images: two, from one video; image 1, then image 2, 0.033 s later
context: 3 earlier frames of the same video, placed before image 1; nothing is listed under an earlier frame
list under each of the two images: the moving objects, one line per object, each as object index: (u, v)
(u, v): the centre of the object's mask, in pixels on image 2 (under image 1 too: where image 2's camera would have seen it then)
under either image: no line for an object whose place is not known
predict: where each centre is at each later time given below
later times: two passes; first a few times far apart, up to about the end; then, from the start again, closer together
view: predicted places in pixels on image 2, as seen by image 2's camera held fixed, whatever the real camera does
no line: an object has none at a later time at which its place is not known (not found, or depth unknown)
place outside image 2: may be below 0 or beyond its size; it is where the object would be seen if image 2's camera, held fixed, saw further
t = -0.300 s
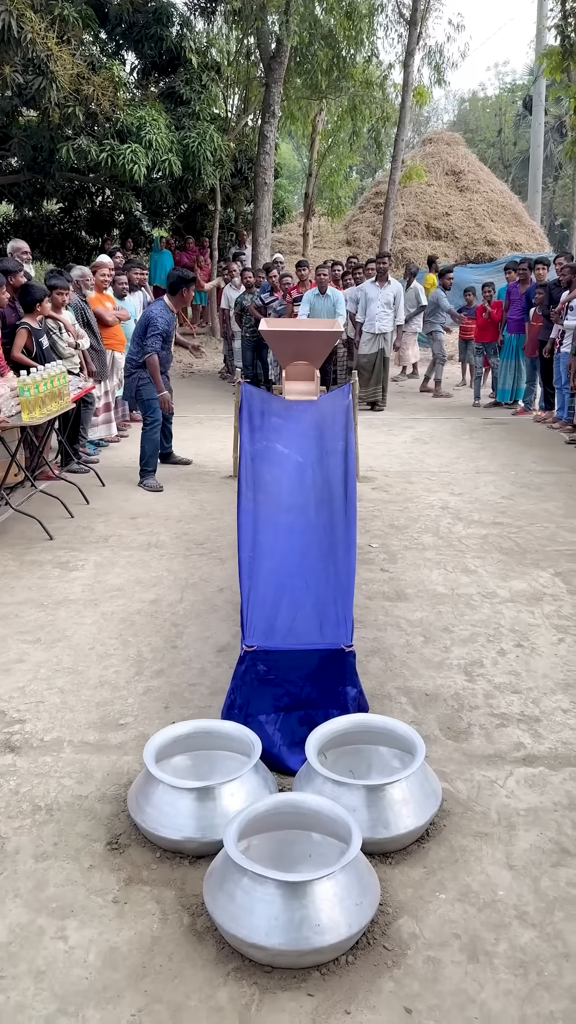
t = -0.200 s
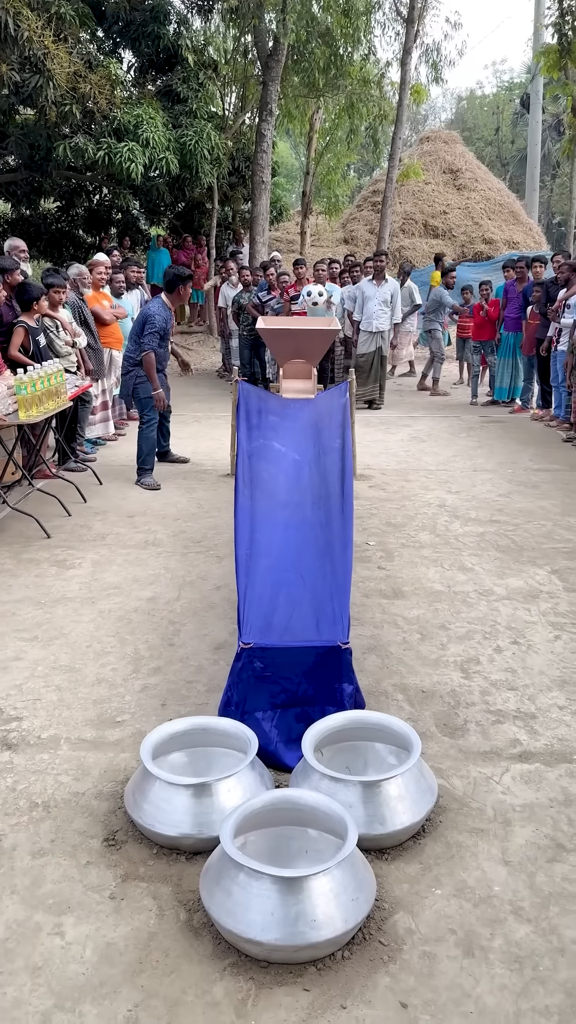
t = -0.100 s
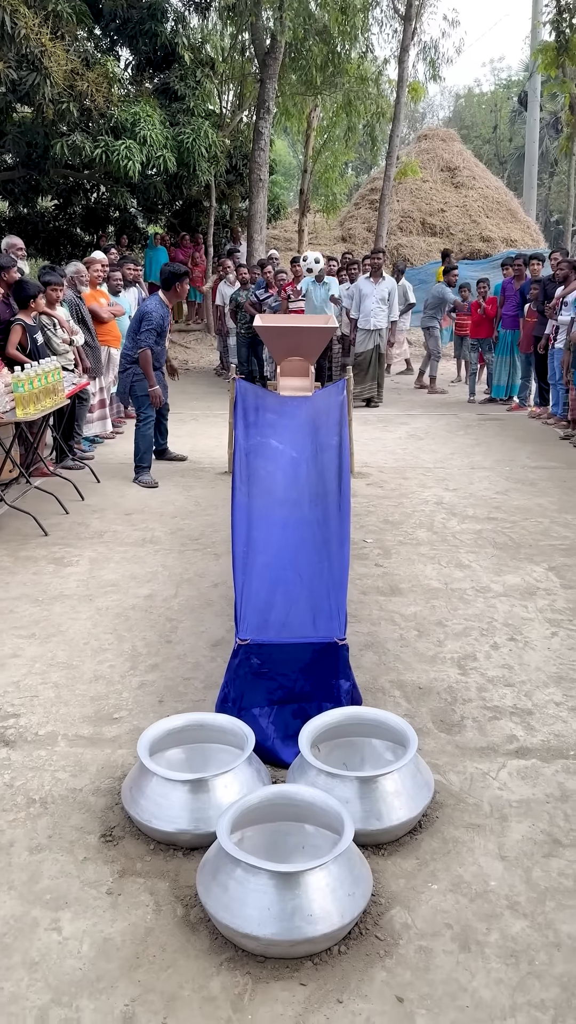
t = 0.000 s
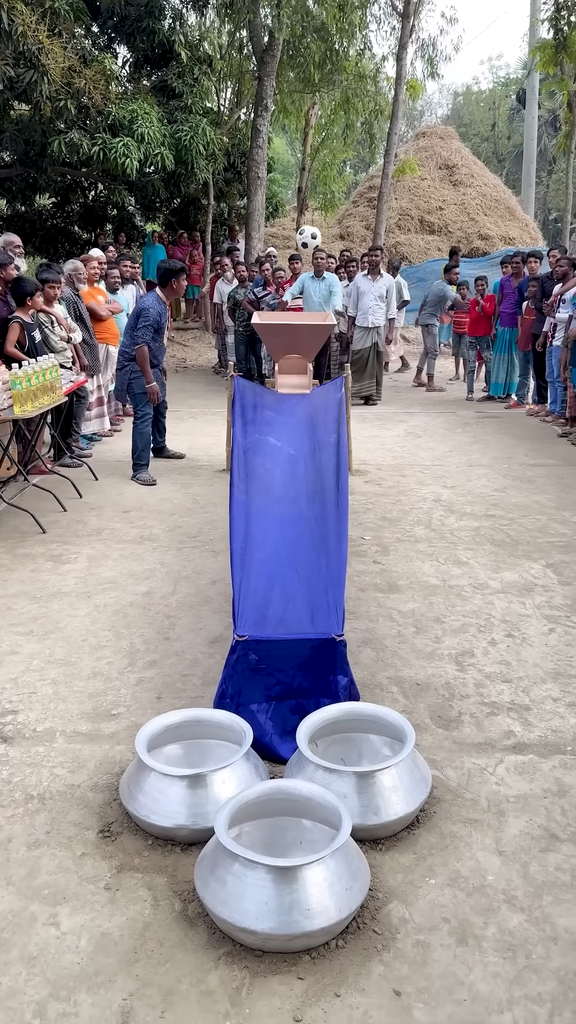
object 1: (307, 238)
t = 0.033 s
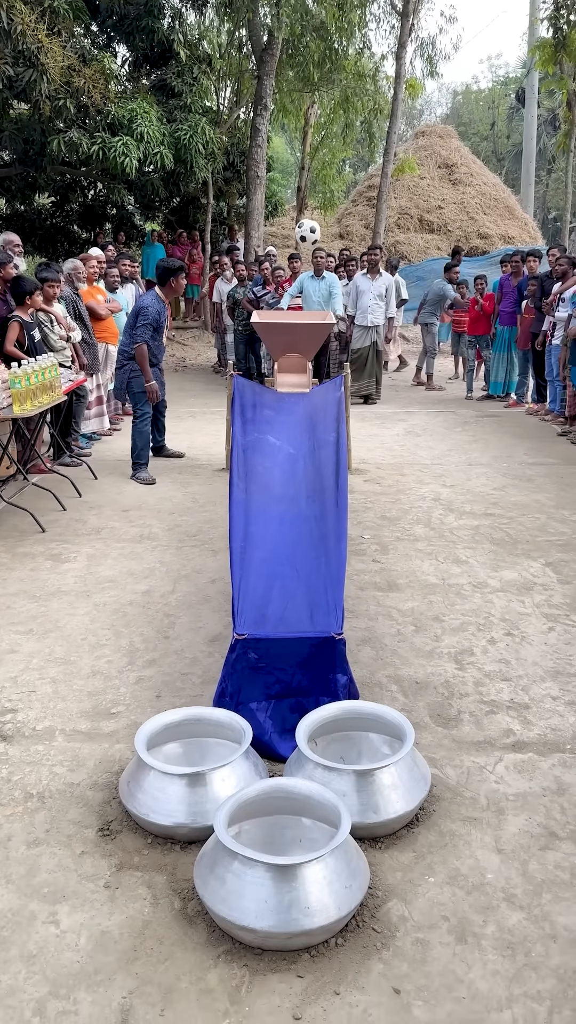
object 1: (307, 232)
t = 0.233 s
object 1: (305, 233)
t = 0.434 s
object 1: (302, 290)
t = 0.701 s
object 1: (308, 233)
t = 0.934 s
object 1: (313, 235)
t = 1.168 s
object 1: (314, 325)
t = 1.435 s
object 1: (306, 401)
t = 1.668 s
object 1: (281, 411)
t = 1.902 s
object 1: (270, 446)
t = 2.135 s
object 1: (290, 466)
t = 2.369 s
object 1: (309, 487)
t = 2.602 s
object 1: (297, 511)
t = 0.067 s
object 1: (307, 229)
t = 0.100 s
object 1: (307, 227)
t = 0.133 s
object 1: (306, 226)
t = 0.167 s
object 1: (306, 227)
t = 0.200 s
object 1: (306, 228)
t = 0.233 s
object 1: (305, 233)
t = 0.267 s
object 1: (305, 238)
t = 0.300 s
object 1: (304, 244)
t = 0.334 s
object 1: (304, 253)
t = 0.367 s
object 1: (303, 264)
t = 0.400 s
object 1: (302, 276)
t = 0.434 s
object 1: (302, 290)
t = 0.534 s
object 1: (303, 282)
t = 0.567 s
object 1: (304, 269)
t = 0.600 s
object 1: (305, 257)
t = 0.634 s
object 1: (306, 247)
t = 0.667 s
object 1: (307, 239)
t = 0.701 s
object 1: (308, 233)
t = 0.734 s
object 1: (309, 228)
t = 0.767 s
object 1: (309, 225)
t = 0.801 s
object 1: (310, 224)
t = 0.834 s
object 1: (311, 224)
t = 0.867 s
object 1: (311, 226)
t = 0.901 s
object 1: (312, 230)
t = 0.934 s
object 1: (313, 235)
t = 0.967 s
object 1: (313, 243)
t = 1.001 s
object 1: (313, 253)
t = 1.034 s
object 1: (315, 263)
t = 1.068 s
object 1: (315, 276)
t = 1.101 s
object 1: (315, 291)
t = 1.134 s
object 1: (314, 307)
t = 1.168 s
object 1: (314, 325)
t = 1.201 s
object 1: (313, 345)
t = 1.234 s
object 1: (314, 365)
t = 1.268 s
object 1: (314, 386)
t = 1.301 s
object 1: (314, 408)
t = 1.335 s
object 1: (314, 418)
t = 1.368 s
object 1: (312, 415)
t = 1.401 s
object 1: (309, 405)
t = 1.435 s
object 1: (306, 401)
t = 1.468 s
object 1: (303, 398)
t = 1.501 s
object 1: (299, 396)
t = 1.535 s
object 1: (296, 395)
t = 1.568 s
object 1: (292, 397)
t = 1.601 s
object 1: (288, 401)
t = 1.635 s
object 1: (284, 405)
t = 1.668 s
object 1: (281, 411)
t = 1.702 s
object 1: (277, 419)
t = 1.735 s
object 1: (274, 427)
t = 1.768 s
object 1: (271, 434)
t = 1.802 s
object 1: (270, 439)
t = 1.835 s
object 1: (270, 443)
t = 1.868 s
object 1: (270, 445)
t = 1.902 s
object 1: (270, 446)
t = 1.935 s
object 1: (272, 448)
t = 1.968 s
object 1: (274, 450)
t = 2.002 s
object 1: (277, 452)
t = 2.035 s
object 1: (279, 455)
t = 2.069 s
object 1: (282, 459)
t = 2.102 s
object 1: (286, 463)
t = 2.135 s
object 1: (290, 466)
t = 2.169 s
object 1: (294, 468)
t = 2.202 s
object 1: (297, 471)
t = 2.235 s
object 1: (300, 474)
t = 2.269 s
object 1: (303, 478)
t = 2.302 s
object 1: (306, 482)
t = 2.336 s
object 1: (308, 485)
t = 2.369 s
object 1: (309, 487)
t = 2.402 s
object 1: (309, 490)
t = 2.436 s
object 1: (309, 492)
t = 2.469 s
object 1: (308, 495)
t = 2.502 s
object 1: (306, 498)
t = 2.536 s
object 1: (304, 502)
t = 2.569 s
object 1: (300, 506)
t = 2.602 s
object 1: (297, 511)
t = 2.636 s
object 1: (293, 516)
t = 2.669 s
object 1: (289, 522)
